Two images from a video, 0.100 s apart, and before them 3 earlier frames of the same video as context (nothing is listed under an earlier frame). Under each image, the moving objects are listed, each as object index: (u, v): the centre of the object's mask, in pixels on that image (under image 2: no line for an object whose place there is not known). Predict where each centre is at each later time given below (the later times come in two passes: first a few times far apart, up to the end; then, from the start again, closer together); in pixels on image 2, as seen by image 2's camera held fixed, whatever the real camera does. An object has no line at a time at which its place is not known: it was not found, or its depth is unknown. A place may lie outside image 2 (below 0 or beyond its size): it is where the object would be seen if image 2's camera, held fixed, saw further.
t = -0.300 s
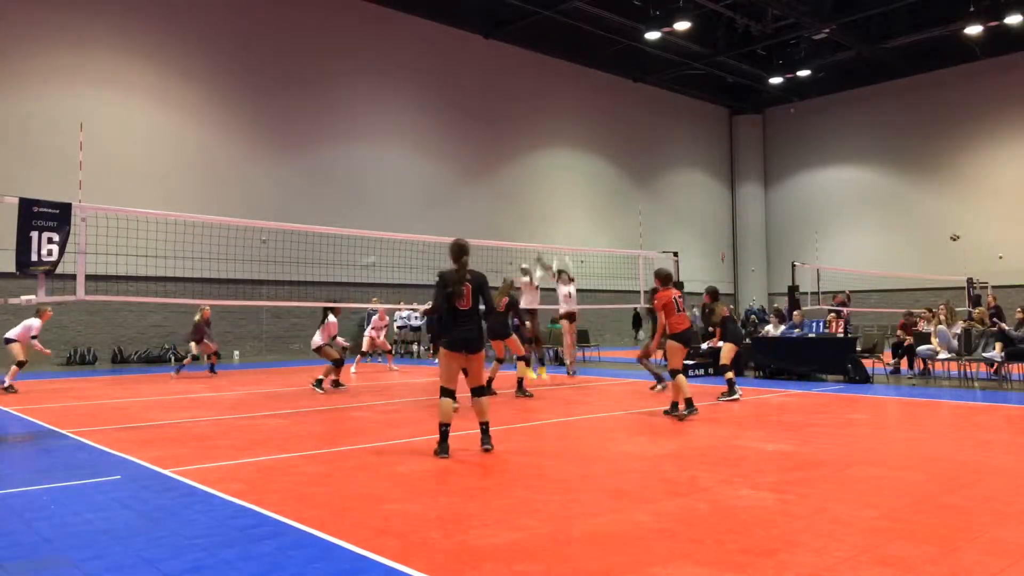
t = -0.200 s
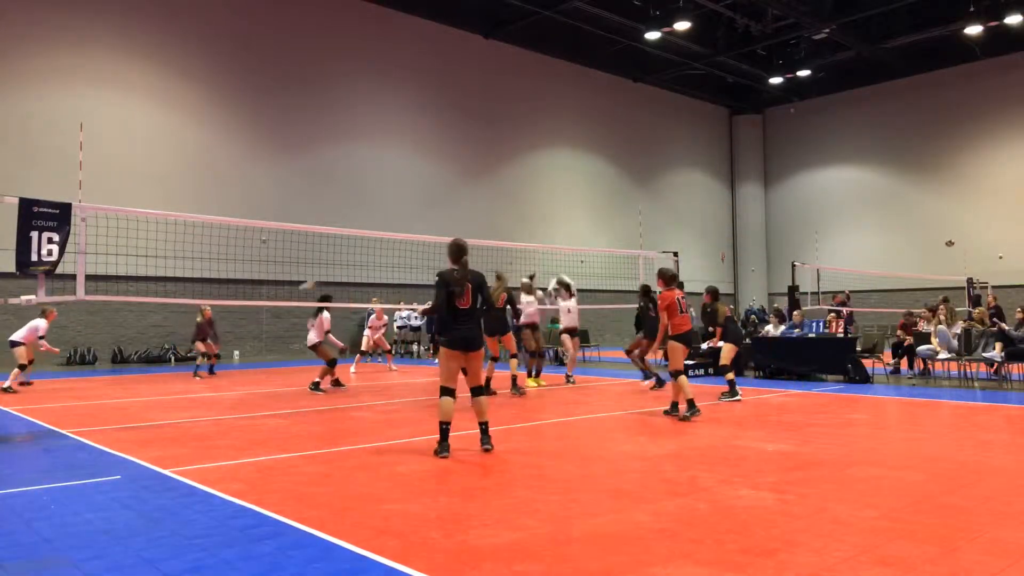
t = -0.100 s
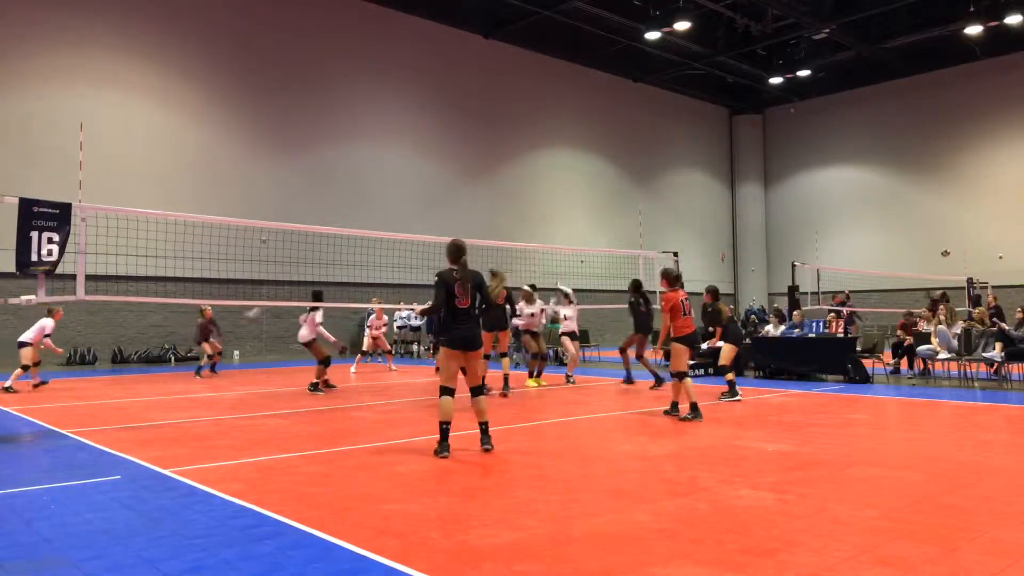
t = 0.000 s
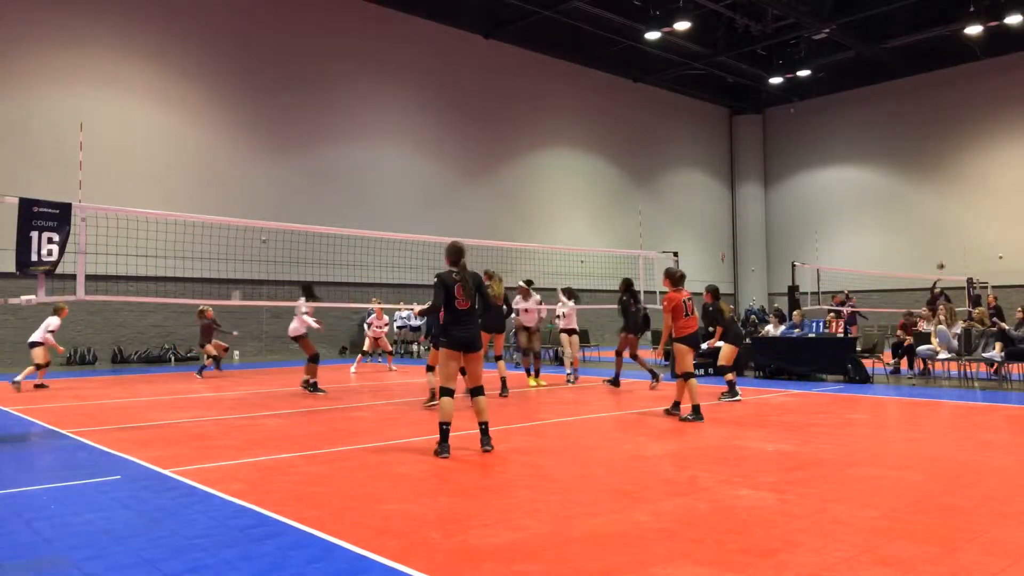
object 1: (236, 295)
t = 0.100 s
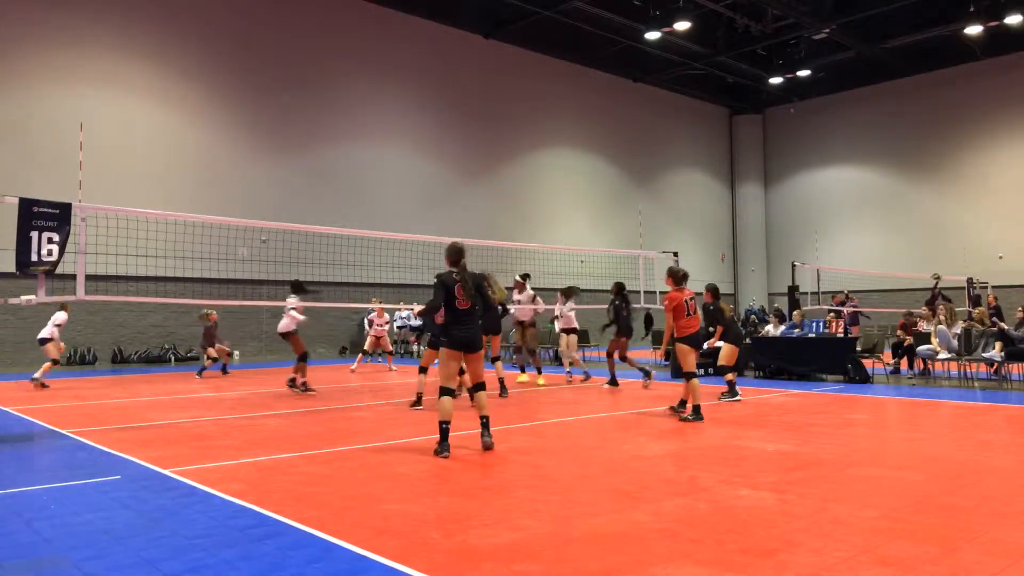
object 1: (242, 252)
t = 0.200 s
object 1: (246, 210)
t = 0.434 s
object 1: (257, 133)
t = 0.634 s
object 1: (264, 88)
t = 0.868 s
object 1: (270, 59)
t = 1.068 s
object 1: (277, 55)
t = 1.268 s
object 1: (282, 70)
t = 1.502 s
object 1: (291, 119)
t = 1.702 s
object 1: (297, 187)
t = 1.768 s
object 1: (300, 215)
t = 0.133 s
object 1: (242, 238)
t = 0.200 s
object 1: (246, 210)
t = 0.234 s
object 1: (249, 198)
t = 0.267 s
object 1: (251, 187)
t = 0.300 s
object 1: (251, 176)
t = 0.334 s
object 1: (252, 164)
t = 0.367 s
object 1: (254, 154)
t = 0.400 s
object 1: (256, 142)
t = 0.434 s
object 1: (257, 133)
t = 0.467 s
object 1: (258, 124)
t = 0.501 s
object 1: (259, 115)
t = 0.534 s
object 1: (260, 109)
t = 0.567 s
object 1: (262, 101)
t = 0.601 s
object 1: (262, 95)
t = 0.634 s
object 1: (264, 88)
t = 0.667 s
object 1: (264, 81)
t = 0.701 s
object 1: (266, 77)
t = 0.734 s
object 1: (266, 73)
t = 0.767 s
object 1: (268, 69)
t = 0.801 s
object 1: (269, 63)
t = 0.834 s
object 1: (270, 60)
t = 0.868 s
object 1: (270, 59)
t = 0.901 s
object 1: (271, 57)
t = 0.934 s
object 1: (273, 56)
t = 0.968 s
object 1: (273, 54)
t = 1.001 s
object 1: (274, 54)
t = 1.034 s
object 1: (275, 54)
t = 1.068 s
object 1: (277, 55)
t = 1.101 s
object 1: (277, 56)
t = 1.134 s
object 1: (278, 58)
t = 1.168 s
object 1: (279, 61)
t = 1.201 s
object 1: (280, 63)
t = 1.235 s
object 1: (281, 66)
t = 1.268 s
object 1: (282, 70)
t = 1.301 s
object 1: (284, 75)
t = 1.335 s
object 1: (284, 81)
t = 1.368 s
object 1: (285, 88)
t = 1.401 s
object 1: (287, 94)
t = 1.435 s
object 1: (288, 102)
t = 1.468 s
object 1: (288, 110)
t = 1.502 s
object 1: (291, 119)
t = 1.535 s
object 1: (291, 128)
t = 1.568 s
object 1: (292, 138)
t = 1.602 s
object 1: (293, 150)
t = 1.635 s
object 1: (294, 162)
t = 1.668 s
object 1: (295, 174)
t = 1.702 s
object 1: (297, 187)
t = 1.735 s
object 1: (299, 200)
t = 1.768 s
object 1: (300, 215)
